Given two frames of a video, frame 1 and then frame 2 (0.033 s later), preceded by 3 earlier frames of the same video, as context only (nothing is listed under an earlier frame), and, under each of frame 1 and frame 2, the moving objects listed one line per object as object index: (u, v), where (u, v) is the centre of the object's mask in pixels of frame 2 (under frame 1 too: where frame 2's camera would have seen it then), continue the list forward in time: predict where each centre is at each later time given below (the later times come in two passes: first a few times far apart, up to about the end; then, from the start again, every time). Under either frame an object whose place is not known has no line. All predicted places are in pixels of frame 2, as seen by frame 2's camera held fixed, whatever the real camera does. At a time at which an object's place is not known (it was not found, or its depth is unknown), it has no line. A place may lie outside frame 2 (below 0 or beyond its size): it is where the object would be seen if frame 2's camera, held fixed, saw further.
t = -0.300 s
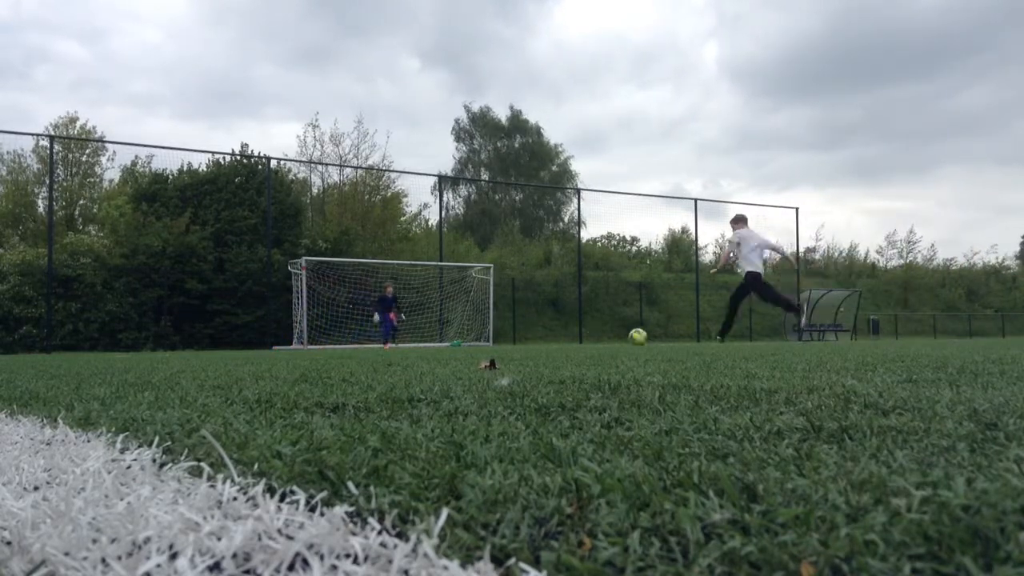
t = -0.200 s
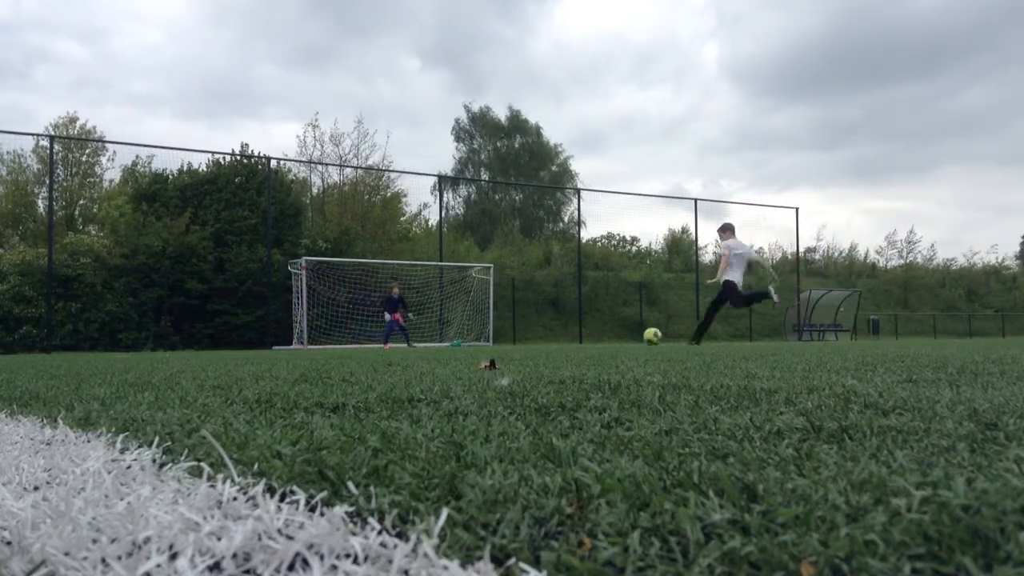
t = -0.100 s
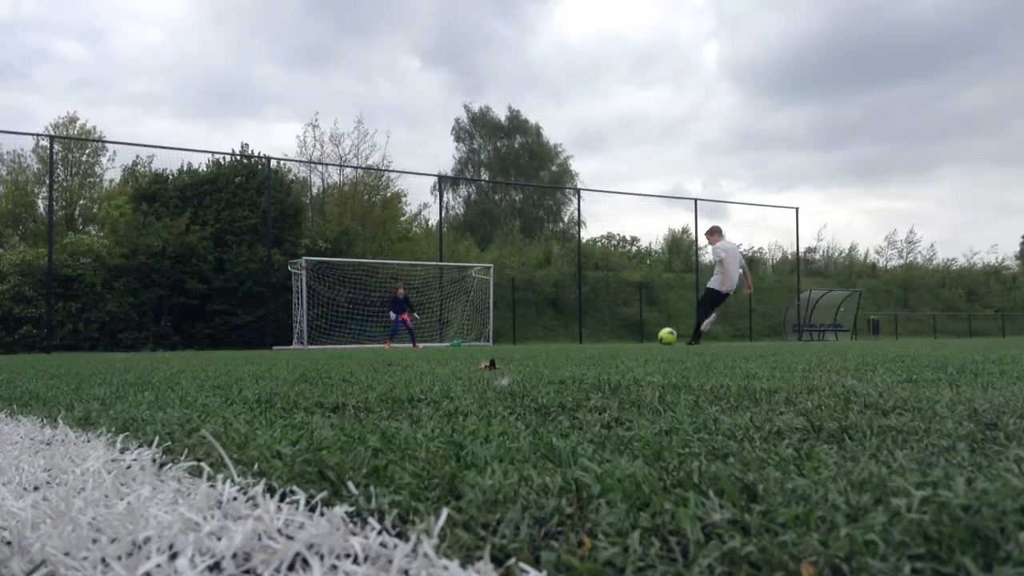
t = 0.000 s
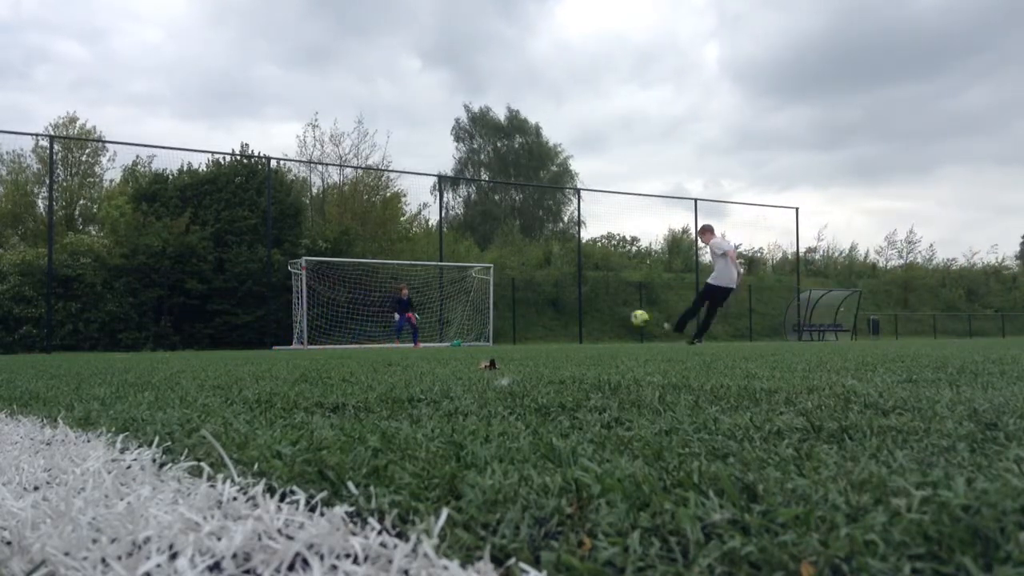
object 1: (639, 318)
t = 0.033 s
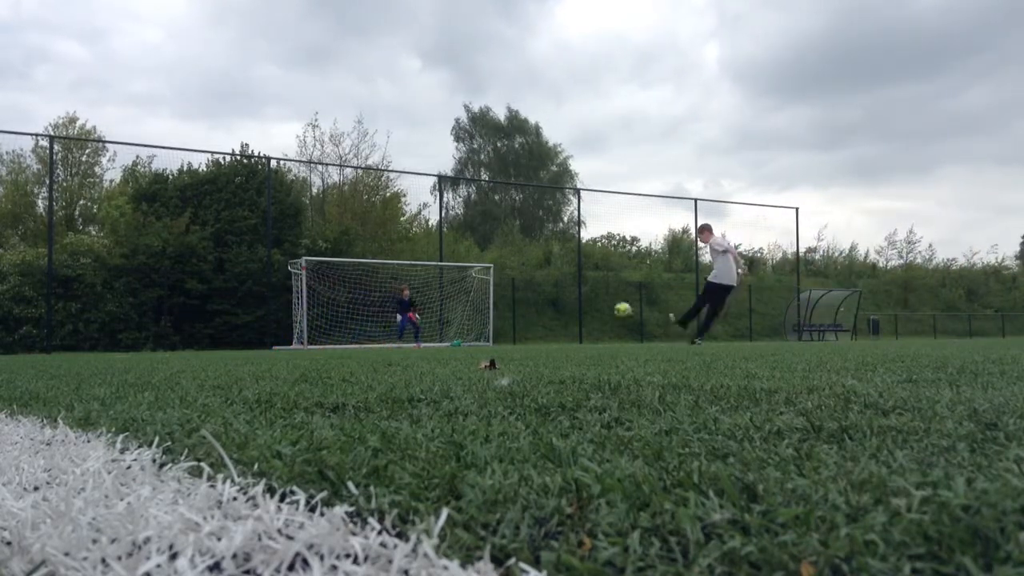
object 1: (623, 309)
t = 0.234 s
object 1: (545, 279)
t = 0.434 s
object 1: (496, 274)
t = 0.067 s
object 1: (607, 301)
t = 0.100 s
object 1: (593, 296)
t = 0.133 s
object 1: (580, 291)
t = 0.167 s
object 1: (568, 286)
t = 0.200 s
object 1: (557, 282)
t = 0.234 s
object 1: (545, 279)
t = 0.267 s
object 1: (536, 277)
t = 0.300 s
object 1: (527, 276)
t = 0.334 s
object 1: (518, 274)
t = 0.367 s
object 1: (510, 274)
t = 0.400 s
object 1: (503, 273)
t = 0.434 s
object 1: (496, 274)
